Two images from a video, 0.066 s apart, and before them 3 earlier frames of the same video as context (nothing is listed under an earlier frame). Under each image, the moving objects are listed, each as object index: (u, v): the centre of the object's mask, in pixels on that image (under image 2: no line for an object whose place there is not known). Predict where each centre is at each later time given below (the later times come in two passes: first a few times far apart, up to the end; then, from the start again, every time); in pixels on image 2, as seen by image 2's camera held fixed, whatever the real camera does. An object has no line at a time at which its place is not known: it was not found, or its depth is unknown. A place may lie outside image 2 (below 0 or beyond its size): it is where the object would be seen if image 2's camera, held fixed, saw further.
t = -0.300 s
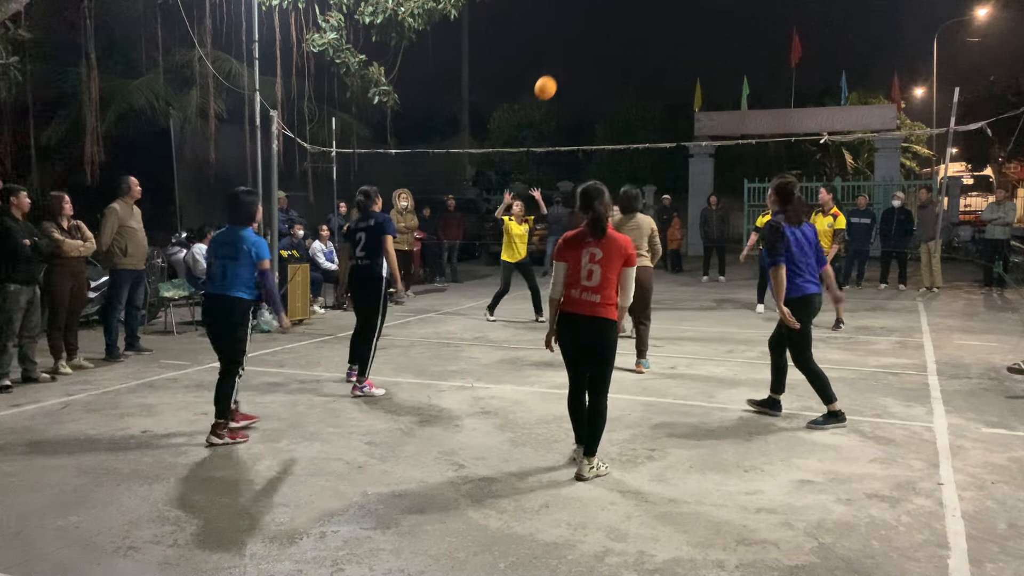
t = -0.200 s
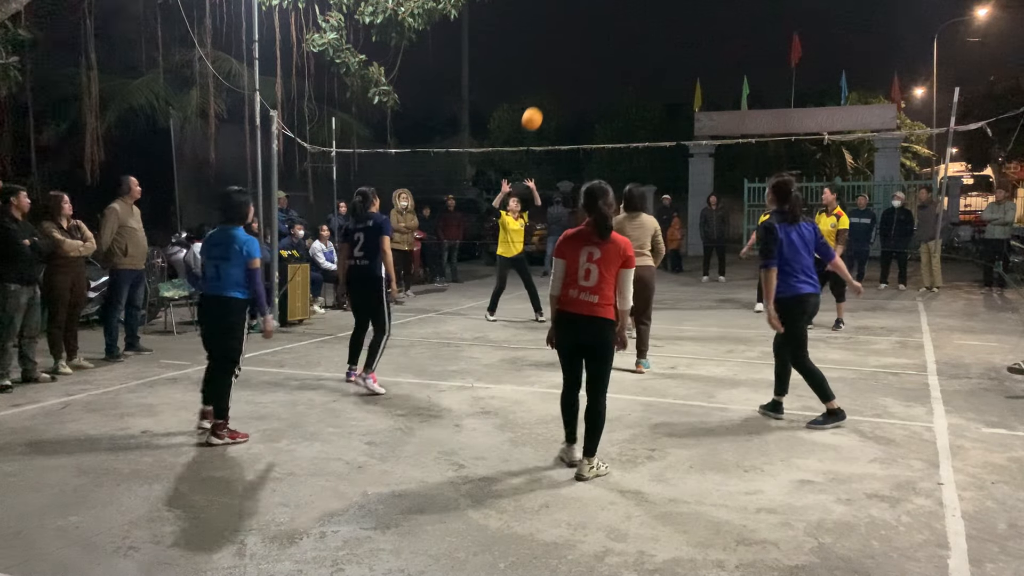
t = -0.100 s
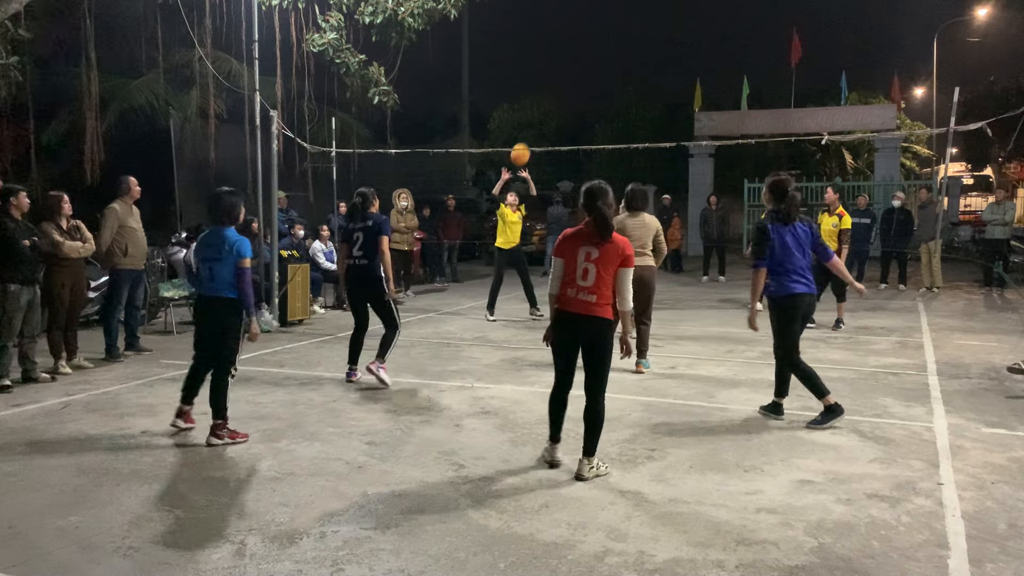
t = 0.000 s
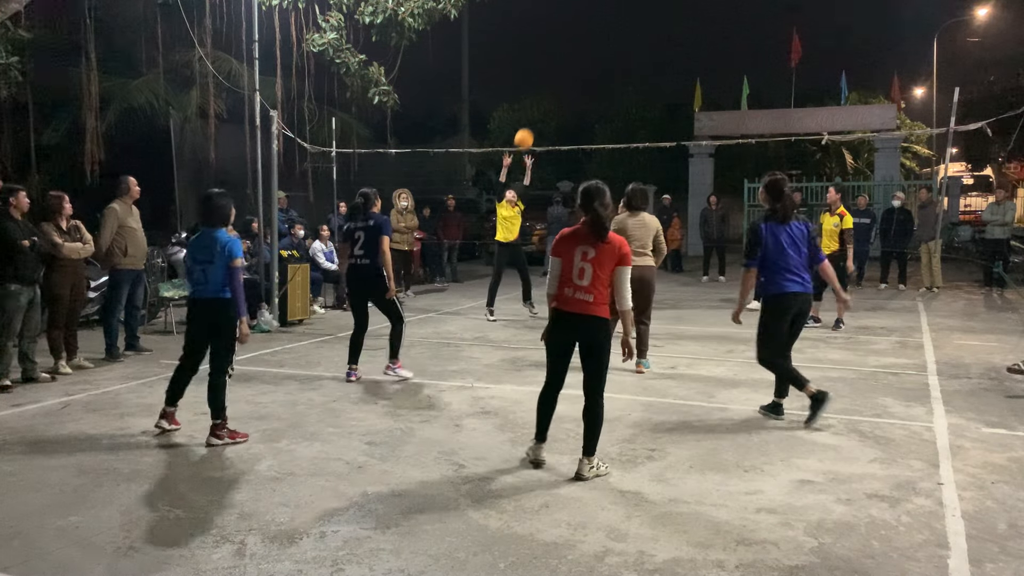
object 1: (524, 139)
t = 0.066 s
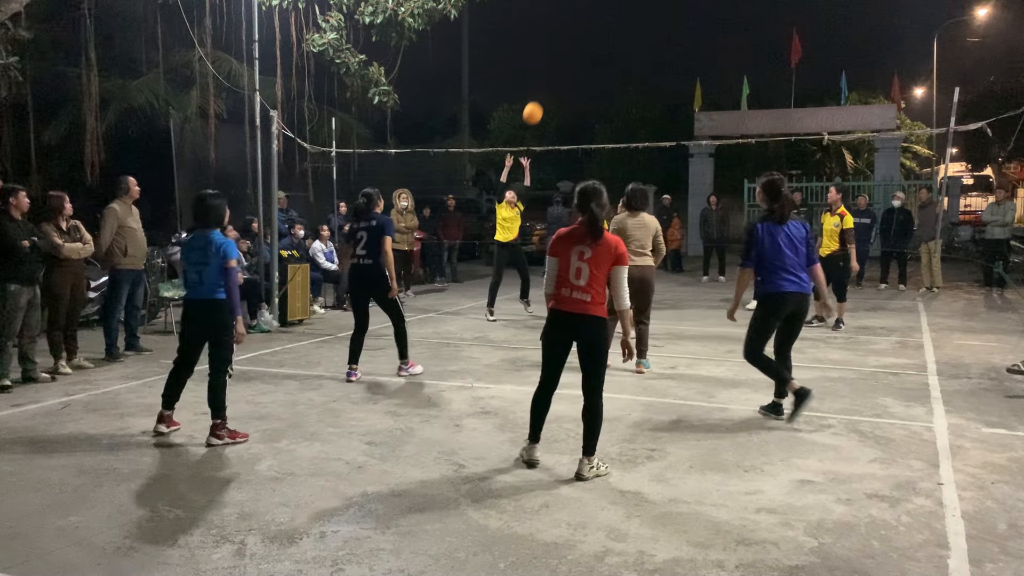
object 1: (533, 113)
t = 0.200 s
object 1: (550, 70)
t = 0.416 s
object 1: (579, 32)
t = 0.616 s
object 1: (605, 33)
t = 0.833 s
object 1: (633, 70)
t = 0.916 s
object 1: (643, 96)
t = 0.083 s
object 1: (535, 107)
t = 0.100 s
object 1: (537, 101)
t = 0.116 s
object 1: (539, 96)
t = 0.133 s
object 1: (542, 90)
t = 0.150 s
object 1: (544, 85)
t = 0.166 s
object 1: (546, 80)
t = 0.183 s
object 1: (548, 75)
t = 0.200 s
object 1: (550, 70)
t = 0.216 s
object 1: (553, 66)
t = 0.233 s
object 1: (555, 62)
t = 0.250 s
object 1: (557, 58)
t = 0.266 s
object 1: (559, 55)
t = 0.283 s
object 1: (562, 51)
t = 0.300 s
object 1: (564, 48)
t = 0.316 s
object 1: (566, 45)
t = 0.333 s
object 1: (568, 42)
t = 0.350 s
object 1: (570, 40)
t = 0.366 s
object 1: (573, 38)
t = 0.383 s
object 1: (575, 36)
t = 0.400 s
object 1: (577, 34)
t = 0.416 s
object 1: (579, 32)
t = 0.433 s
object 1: (581, 31)
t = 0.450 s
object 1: (584, 30)
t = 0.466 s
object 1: (586, 29)
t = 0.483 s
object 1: (588, 29)
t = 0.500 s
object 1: (590, 28)
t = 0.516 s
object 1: (593, 28)
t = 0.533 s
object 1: (595, 28)
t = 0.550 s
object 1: (597, 29)
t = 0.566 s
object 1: (599, 29)
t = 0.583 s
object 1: (601, 30)
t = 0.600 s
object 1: (603, 31)
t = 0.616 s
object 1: (605, 33)
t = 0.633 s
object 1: (608, 34)
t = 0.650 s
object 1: (610, 36)
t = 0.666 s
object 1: (612, 38)
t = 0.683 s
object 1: (614, 40)
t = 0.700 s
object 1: (616, 43)
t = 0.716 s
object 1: (618, 45)
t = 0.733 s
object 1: (621, 48)
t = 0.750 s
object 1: (623, 51)
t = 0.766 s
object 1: (625, 55)
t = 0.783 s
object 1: (627, 58)
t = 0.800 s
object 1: (629, 62)
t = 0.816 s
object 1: (631, 66)
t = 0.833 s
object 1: (633, 70)
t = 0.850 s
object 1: (636, 75)
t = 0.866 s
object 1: (637, 80)
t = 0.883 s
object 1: (640, 85)
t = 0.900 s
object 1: (642, 90)
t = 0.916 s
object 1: (643, 96)
